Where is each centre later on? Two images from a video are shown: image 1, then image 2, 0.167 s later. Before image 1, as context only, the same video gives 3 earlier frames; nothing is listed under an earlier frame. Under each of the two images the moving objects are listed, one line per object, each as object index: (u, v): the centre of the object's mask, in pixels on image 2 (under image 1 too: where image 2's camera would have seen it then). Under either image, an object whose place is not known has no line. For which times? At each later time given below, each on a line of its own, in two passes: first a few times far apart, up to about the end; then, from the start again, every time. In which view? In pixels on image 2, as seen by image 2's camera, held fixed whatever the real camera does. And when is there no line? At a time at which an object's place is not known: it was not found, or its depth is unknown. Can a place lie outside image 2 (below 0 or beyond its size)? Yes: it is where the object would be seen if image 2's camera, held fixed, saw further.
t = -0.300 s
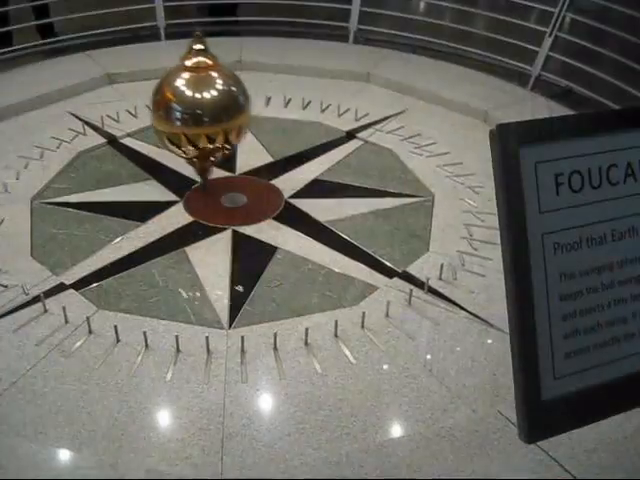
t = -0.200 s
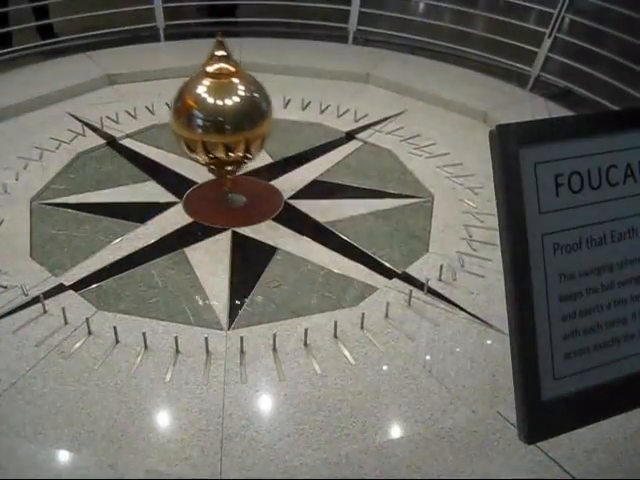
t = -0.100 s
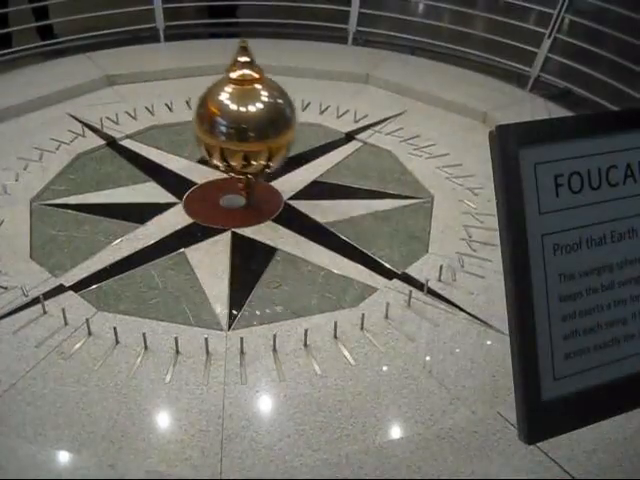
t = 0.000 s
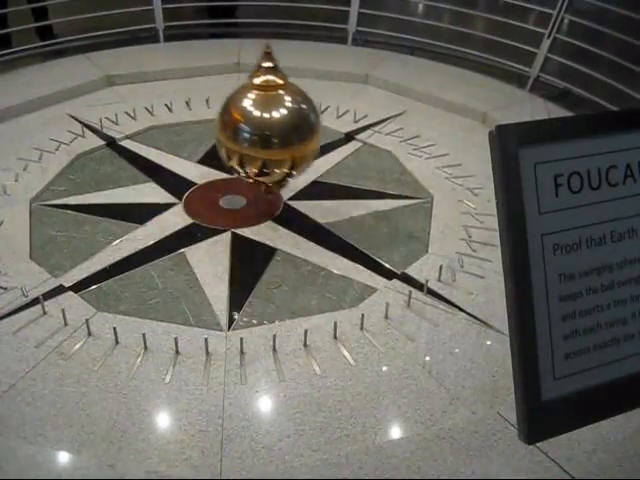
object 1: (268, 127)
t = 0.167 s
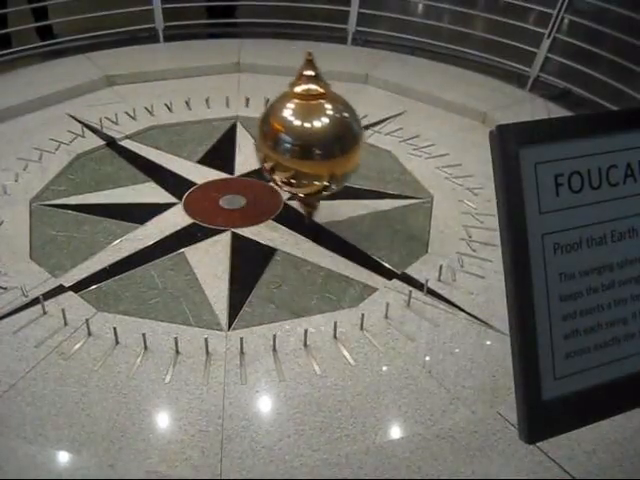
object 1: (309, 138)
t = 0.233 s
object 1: (325, 143)
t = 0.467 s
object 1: (382, 156)
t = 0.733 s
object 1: (439, 168)
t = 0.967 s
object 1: (465, 176)
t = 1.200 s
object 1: (480, 178)
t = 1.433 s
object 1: (485, 173)
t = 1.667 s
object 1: (480, 177)
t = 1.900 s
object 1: (464, 175)
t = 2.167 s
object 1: (434, 166)
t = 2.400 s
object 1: (383, 156)
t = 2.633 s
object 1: (327, 143)
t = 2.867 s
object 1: (269, 127)
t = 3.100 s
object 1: (214, 114)
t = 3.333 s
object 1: (163, 100)
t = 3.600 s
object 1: (116, 84)
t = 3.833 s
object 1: (83, 75)
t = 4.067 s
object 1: (60, 67)
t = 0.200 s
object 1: (317, 140)
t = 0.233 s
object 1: (325, 143)
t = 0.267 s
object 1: (333, 144)
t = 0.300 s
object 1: (342, 146)
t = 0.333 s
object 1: (350, 148)
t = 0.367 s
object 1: (358, 150)
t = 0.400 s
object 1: (366, 152)
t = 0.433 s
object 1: (374, 154)
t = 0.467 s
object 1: (382, 156)
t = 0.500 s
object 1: (390, 158)
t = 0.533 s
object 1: (397, 159)
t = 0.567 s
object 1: (405, 161)
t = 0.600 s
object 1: (412, 162)
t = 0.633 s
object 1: (420, 164)
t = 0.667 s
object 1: (427, 165)
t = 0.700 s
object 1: (433, 166)
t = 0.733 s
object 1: (439, 168)
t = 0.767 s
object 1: (444, 169)
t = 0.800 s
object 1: (448, 170)
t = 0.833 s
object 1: (452, 171)
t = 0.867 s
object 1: (456, 172)
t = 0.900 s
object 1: (459, 174)
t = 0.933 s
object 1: (462, 175)
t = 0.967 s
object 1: (465, 176)
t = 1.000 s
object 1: (468, 176)
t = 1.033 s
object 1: (471, 177)
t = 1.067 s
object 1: (473, 177)
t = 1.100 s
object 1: (475, 178)
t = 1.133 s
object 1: (477, 178)
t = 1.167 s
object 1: (479, 178)
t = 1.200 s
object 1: (480, 178)
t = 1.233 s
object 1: (482, 178)
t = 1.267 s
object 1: (483, 177)
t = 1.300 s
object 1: (484, 176)
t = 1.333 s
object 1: (484, 176)
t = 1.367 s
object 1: (485, 175)
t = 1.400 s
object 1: (485, 174)
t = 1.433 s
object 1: (485, 173)
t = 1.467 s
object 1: (485, 173)
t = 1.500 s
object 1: (485, 174)
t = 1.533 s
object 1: (484, 174)
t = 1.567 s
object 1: (483, 175)
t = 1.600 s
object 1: (482, 175)
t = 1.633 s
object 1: (480, 175)
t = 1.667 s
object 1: (480, 177)
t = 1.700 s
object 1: (478, 177)
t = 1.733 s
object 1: (476, 178)
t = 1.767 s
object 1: (474, 177)
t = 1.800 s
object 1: (472, 177)
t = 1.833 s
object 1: (469, 176)
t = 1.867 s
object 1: (467, 176)
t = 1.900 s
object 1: (464, 175)
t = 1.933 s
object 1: (461, 175)
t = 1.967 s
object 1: (458, 174)
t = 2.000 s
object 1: (454, 173)
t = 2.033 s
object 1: (451, 171)
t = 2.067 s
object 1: (448, 170)
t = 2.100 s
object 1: (444, 168)
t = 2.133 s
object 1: (439, 168)
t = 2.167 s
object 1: (434, 166)
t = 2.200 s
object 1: (427, 165)
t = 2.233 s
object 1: (420, 163)
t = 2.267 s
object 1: (413, 162)
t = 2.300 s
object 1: (406, 160)
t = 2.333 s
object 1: (398, 159)
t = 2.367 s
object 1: (390, 157)
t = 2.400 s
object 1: (383, 156)
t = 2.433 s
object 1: (375, 154)
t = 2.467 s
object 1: (367, 152)
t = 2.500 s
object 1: (359, 150)
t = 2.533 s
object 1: (351, 148)
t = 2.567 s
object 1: (343, 147)
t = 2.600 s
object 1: (335, 145)
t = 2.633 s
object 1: (327, 143)
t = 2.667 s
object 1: (319, 140)
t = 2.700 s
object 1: (310, 139)
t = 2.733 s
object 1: (302, 136)
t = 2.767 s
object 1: (294, 134)
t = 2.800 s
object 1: (285, 131)
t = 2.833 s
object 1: (277, 128)
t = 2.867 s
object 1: (269, 127)
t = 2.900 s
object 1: (261, 124)
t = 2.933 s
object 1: (253, 122)
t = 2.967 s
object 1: (245, 121)
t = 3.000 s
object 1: (237, 120)
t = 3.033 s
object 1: (229, 117)
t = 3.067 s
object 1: (222, 115)
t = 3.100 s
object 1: (214, 114)
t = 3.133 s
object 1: (207, 111)
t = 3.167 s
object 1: (200, 110)
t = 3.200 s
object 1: (192, 108)
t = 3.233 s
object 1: (185, 106)
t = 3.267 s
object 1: (177, 104)
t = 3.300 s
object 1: (170, 101)
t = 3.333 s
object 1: (163, 100)
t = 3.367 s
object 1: (156, 98)
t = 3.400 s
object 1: (151, 96)
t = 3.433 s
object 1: (144, 94)
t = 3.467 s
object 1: (139, 92)
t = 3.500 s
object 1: (133, 90)
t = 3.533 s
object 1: (127, 88)
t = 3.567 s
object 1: (121, 87)
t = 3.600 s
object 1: (116, 84)
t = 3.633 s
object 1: (111, 84)
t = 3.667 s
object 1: (105, 82)
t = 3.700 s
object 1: (100, 81)
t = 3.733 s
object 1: (96, 78)
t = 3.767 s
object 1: (91, 78)
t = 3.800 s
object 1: (87, 76)
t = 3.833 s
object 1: (83, 75)
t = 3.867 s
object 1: (79, 73)
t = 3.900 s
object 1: (75, 72)
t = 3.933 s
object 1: (72, 71)
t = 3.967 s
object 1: (68, 69)
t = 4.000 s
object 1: (65, 68)
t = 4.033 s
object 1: (62, 67)
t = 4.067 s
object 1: (60, 67)
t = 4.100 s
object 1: (57, 65)
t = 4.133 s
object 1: (54, 64)
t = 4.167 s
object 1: (52, 62)
